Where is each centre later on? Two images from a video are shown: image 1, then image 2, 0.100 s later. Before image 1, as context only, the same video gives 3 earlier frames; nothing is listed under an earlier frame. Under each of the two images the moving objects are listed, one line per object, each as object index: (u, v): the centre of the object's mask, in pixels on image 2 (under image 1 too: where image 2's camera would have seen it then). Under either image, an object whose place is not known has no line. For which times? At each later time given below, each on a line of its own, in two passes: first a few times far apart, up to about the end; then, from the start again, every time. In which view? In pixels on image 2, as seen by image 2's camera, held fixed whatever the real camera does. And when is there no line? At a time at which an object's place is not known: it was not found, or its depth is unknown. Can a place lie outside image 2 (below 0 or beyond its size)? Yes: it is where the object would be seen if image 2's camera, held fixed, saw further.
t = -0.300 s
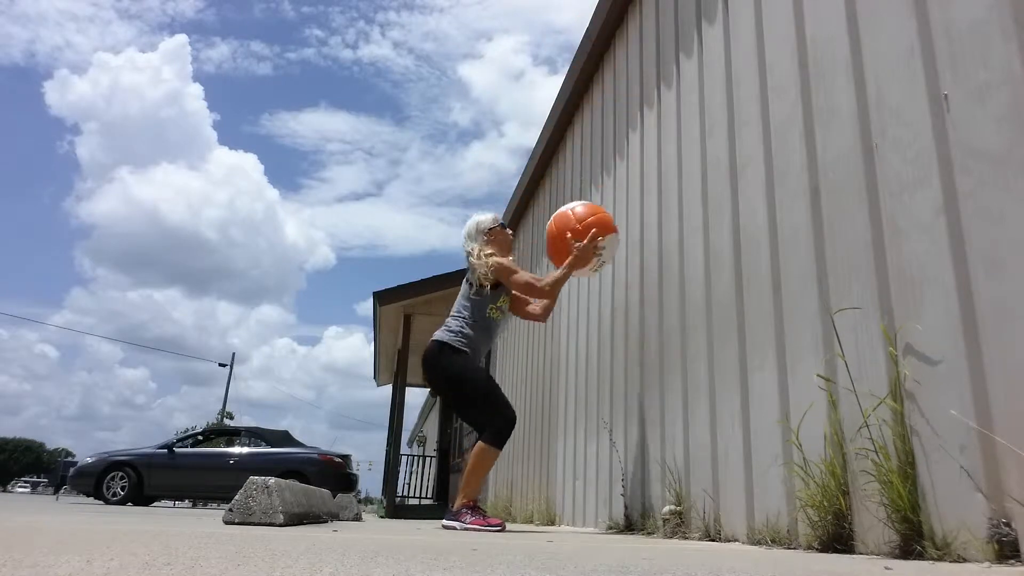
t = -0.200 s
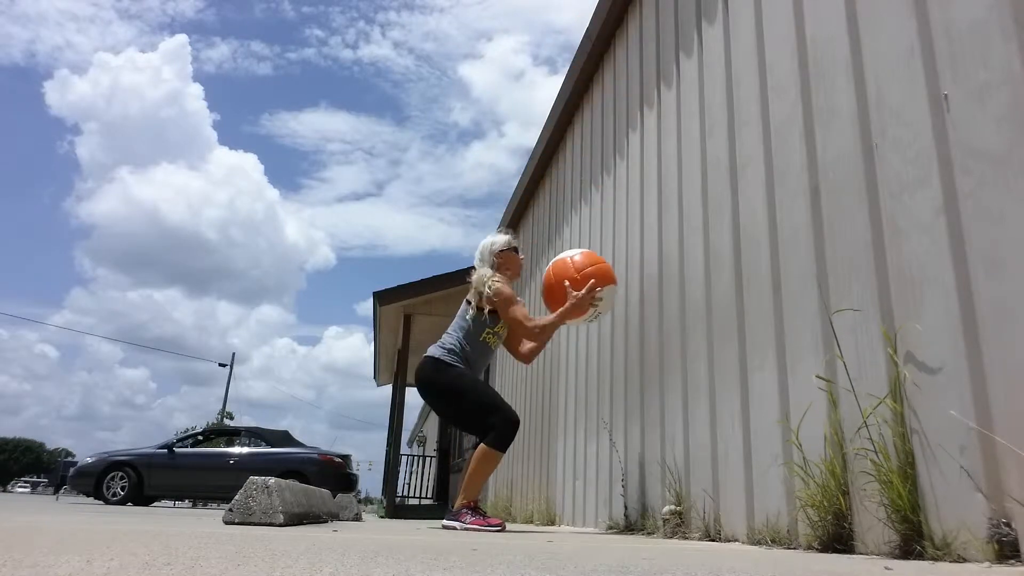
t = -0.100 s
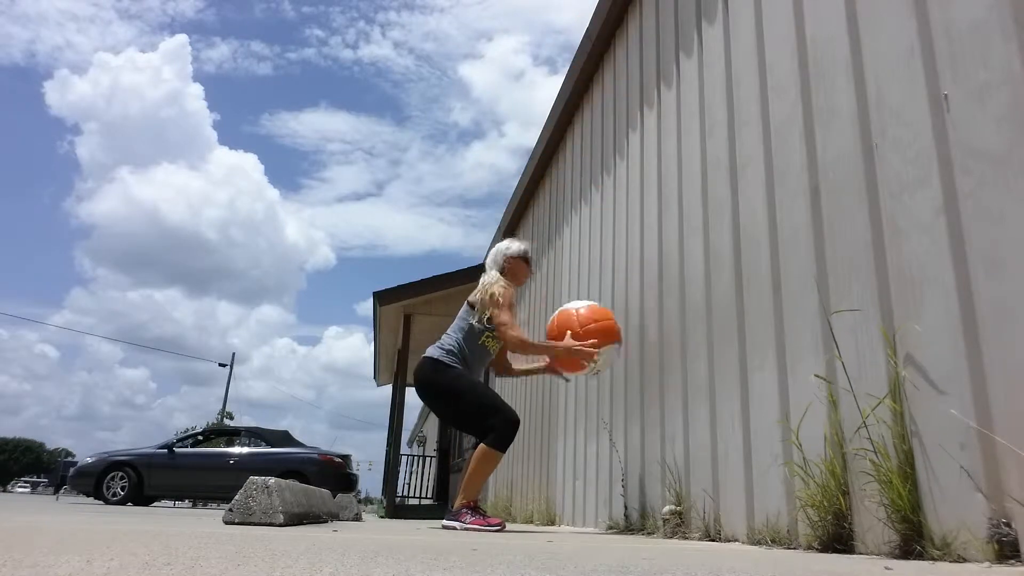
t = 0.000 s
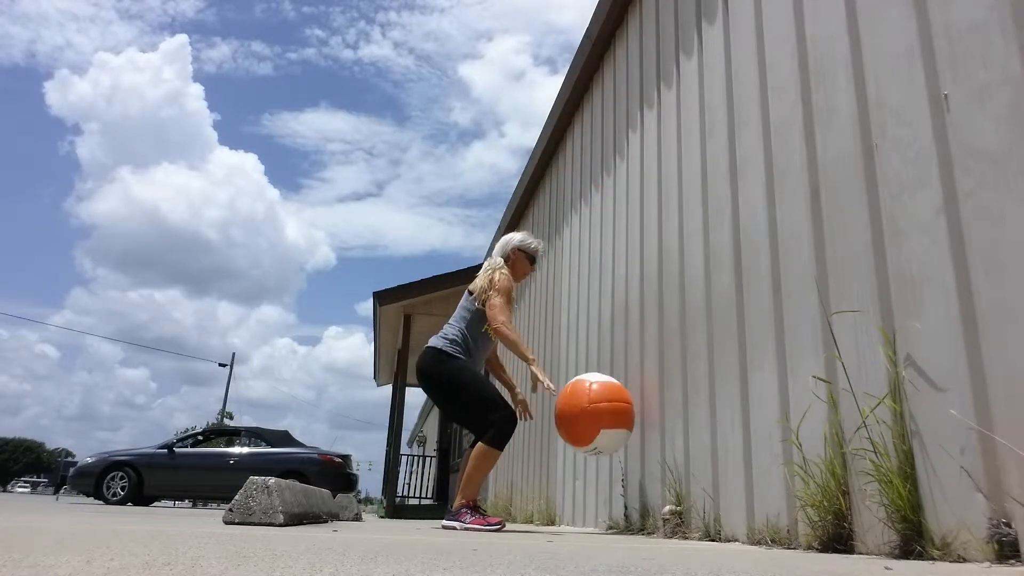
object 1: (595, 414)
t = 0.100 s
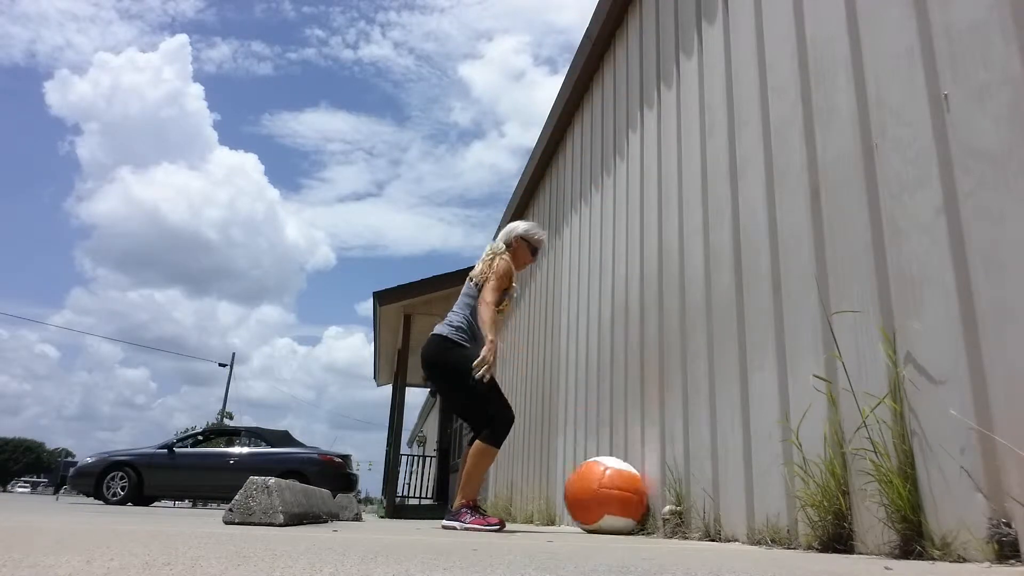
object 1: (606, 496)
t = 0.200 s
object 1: (603, 459)
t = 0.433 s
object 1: (590, 458)
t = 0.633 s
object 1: (584, 482)
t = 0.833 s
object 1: (582, 491)
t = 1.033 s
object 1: (579, 493)
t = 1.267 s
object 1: (576, 492)
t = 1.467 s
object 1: (575, 492)
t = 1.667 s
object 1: (576, 493)
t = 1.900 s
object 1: (577, 493)
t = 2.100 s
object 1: (576, 492)
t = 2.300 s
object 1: (576, 492)
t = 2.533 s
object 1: (576, 492)
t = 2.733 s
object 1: (576, 492)
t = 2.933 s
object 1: (576, 493)
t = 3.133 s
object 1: (576, 493)
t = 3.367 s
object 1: (576, 493)
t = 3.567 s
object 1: (576, 492)
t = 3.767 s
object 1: (576, 492)
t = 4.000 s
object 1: (576, 492)
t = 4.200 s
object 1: (576, 492)
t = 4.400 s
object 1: (576, 492)
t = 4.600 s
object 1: (576, 493)
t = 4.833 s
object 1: (576, 492)
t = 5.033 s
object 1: (576, 492)
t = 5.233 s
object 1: (576, 493)
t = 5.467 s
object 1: (576, 492)
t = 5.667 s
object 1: (576, 493)
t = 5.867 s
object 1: (576, 492)
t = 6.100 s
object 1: (576, 493)
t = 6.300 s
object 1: (576, 492)
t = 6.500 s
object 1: (577, 493)
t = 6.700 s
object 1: (577, 493)
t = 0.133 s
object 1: (606, 481)
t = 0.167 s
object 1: (604, 468)
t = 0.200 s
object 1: (603, 459)
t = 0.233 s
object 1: (601, 451)
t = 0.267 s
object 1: (599, 447)
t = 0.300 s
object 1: (598, 444)
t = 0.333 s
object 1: (596, 444)
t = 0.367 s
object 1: (594, 446)
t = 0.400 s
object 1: (592, 451)
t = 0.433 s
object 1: (590, 458)
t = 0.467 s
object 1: (588, 468)
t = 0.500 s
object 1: (586, 481)
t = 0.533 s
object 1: (584, 494)
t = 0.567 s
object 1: (584, 492)
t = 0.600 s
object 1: (585, 486)
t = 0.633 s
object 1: (584, 482)
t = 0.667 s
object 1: (584, 481)
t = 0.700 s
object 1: (584, 482)
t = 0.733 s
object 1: (584, 486)
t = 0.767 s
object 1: (583, 492)
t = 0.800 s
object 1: (583, 494)
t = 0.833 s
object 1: (582, 491)
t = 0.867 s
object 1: (581, 490)
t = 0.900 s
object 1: (581, 490)
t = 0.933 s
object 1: (580, 493)
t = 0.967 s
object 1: (580, 493)
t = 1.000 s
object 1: (579, 492)
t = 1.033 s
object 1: (579, 493)
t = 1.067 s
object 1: (578, 493)
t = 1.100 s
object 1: (577, 492)
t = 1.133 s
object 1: (577, 493)
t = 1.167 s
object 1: (577, 493)
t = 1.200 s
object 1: (576, 493)
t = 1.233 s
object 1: (576, 492)
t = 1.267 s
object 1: (576, 492)
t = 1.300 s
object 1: (575, 492)
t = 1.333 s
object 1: (575, 492)
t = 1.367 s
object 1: (575, 492)
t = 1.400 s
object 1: (575, 492)
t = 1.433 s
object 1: (575, 492)
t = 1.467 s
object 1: (575, 492)
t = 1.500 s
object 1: (576, 493)
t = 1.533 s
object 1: (576, 493)
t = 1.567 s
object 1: (576, 493)
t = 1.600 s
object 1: (576, 493)
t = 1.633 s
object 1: (576, 493)
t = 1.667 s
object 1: (576, 493)
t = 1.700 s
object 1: (576, 493)
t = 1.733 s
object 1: (577, 493)
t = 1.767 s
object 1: (577, 493)
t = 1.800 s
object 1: (577, 493)
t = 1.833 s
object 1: (577, 493)
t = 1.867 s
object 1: (577, 493)
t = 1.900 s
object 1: (577, 493)
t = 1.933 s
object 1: (576, 493)
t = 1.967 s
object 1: (576, 493)
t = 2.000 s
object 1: (577, 493)
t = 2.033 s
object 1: (576, 492)
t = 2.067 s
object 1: (576, 492)
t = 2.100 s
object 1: (576, 492)
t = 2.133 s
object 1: (576, 493)
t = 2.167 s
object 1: (576, 493)
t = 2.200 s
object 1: (576, 492)
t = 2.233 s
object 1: (576, 492)
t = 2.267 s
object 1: (576, 492)
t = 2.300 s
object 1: (576, 492)
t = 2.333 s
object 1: (576, 492)
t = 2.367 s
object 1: (576, 492)
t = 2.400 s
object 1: (576, 493)
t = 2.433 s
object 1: (576, 493)
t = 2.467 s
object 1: (576, 492)
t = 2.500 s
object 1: (576, 492)
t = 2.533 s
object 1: (576, 492)
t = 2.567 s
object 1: (576, 492)
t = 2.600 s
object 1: (577, 493)
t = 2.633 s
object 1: (576, 492)
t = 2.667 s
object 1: (576, 493)
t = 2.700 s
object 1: (576, 492)
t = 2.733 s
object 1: (576, 492)
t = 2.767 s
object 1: (576, 492)
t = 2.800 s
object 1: (576, 492)
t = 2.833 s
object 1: (576, 492)
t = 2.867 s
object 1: (576, 493)
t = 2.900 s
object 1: (576, 493)
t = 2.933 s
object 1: (576, 493)
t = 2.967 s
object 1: (576, 493)
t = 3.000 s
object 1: (576, 493)
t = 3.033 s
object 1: (576, 492)
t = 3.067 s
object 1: (576, 493)
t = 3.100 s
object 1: (576, 493)
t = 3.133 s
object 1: (576, 493)
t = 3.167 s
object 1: (576, 493)
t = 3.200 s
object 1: (577, 493)
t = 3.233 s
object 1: (577, 493)
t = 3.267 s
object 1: (576, 493)
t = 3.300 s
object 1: (577, 493)
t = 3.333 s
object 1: (576, 493)
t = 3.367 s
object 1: (576, 493)
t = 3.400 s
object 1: (576, 492)
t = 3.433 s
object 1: (576, 492)
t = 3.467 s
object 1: (576, 492)
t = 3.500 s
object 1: (576, 492)
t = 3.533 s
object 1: (576, 492)
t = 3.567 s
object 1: (576, 492)
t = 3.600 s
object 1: (576, 492)
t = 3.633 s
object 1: (577, 492)
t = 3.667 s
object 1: (576, 493)
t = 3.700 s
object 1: (576, 493)
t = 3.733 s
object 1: (576, 492)
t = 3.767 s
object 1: (576, 492)
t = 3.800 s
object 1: (576, 492)
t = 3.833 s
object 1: (576, 492)
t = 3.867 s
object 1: (577, 492)
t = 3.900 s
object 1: (576, 492)
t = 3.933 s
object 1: (576, 492)
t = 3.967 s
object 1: (576, 492)
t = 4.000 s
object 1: (576, 492)
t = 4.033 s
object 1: (576, 492)
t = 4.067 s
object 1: (576, 493)
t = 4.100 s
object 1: (576, 493)
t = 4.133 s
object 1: (576, 492)
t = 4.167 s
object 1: (576, 492)
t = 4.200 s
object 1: (576, 492)
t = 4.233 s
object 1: (576, 492)
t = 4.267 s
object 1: (576, 492)
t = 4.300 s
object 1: (576, 492)
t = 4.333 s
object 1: (576, 492)
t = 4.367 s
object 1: (576, 492)
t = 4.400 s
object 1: (576, 492)
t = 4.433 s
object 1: (576, 492)
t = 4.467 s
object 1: (576, 492)
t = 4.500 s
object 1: (576, 492)
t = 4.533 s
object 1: (576, 492)
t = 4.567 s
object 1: (576, 493)
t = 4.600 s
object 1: (576, 493)
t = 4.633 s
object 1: (576, 492)
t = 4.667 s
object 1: (576, 492)
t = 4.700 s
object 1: (576, 492)
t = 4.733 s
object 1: (576, 493)
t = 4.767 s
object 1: (576, 493)
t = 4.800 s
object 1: (576, 492)
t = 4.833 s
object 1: (576, 492)
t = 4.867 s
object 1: (576, 492)
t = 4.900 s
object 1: (576, 492)
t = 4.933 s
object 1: (576, 492)
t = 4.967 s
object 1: (576, 492)
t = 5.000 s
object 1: (576, 492)
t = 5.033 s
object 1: (576, 492)
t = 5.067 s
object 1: (576, 492)
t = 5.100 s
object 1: (576, 492)
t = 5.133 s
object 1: (576, 493)
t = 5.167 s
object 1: (576, 493)
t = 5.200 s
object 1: (576, 493)
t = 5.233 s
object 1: (576, 493)
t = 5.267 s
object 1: (576, 493)
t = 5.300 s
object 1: (576, 493)
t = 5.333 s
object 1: (576, 492)
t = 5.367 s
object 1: (576, 492)
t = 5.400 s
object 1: (576, 492)
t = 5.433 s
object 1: (576, 492)
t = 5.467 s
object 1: (576, 492)
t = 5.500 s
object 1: (576, 492)
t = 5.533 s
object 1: (576, 492)
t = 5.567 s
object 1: (576, 492)
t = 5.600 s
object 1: (576, 493)
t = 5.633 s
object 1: (576, 492)
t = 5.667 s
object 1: (576, 493)
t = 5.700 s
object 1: (576, 493)
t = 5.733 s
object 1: (576, 492)
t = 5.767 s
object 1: (576, 493)
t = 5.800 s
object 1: (576, 492)
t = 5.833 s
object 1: (576, 492)
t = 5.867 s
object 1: (576, 492)
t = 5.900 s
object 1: (576, 492)
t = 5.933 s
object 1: (576, 492)
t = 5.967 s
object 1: (576, 492)
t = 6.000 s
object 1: (576, 492)
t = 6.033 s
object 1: (576, 492)
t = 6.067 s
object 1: (576, 492)
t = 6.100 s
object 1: (576, 493)
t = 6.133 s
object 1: (576, 492)
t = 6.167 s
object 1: (576, 492)
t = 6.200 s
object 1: (576, 492)
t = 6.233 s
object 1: (576, 492)
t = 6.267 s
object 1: (576, 492)
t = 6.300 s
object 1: (576, 492)
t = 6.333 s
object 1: (576, 492)
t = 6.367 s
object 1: (576, 493)
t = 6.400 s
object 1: (576, 493)
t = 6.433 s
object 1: (576, 493)
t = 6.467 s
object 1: (576, 493)
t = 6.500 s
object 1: (577, 493)
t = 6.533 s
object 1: (577, 493)
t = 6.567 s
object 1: (577, 493)
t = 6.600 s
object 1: (577, 493)
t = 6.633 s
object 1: (577, 493)
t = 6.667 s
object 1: (577, 493)
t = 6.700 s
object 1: (577, 493)
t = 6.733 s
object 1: (576, 492)
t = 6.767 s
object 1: (576, 492)
